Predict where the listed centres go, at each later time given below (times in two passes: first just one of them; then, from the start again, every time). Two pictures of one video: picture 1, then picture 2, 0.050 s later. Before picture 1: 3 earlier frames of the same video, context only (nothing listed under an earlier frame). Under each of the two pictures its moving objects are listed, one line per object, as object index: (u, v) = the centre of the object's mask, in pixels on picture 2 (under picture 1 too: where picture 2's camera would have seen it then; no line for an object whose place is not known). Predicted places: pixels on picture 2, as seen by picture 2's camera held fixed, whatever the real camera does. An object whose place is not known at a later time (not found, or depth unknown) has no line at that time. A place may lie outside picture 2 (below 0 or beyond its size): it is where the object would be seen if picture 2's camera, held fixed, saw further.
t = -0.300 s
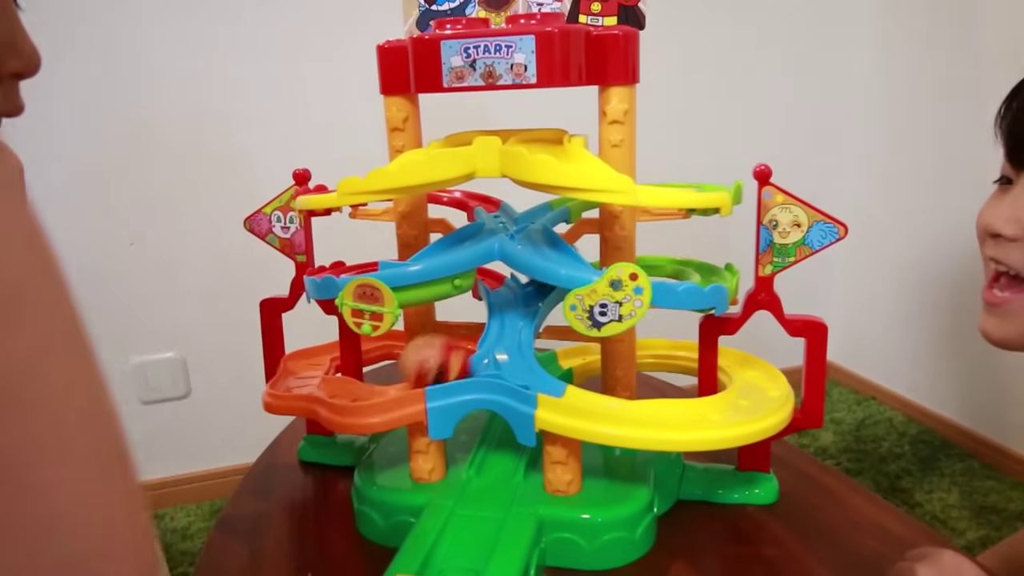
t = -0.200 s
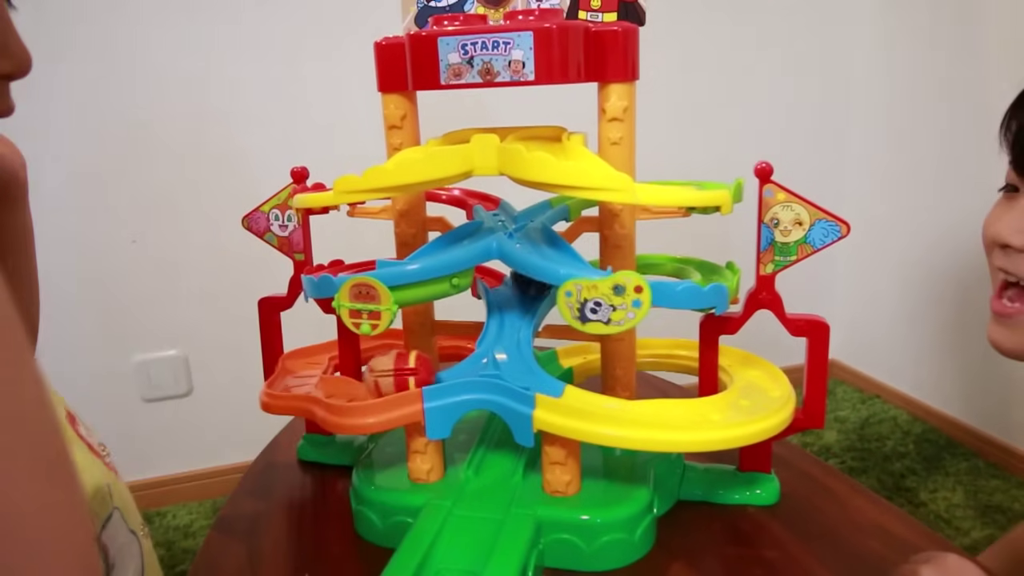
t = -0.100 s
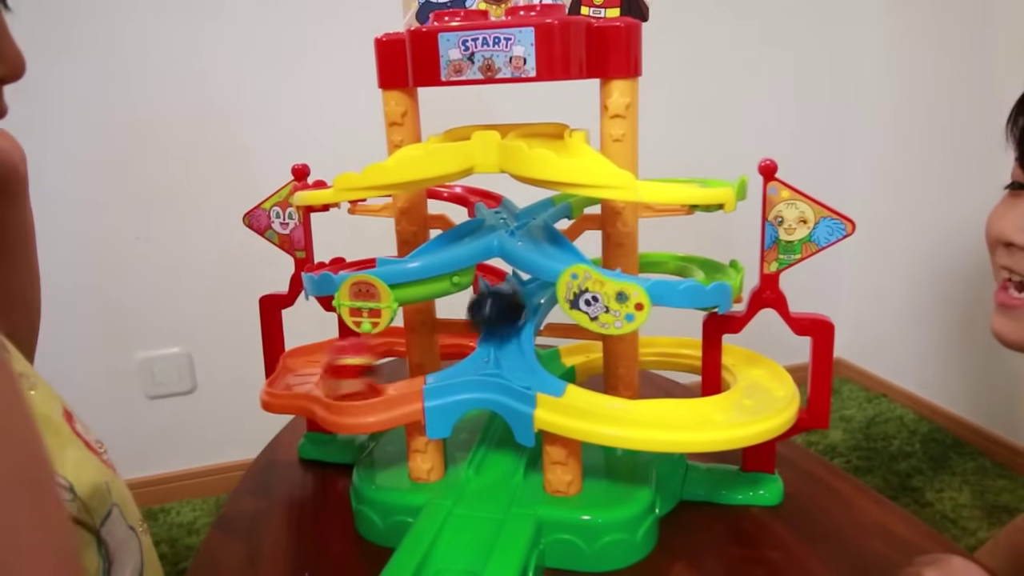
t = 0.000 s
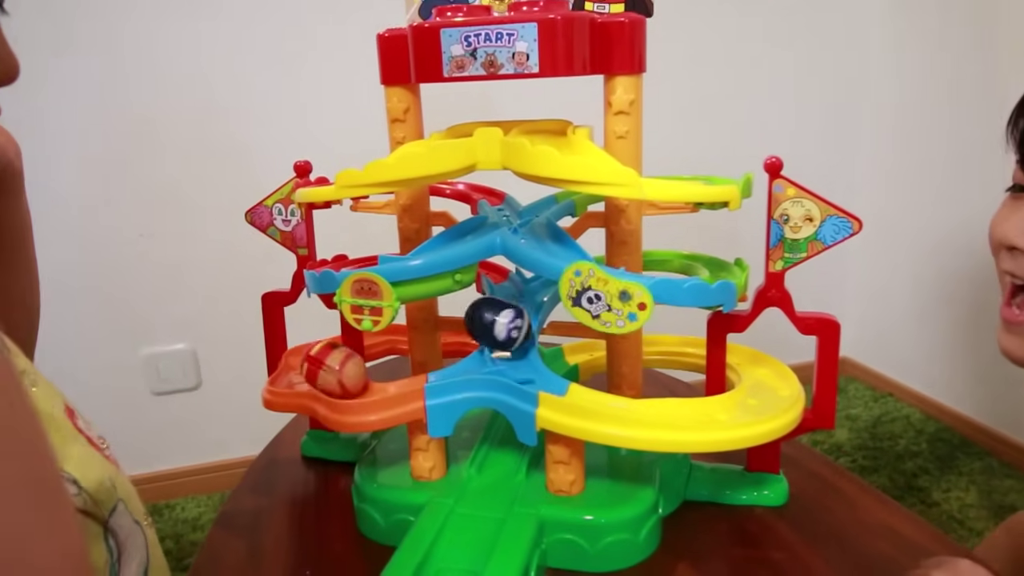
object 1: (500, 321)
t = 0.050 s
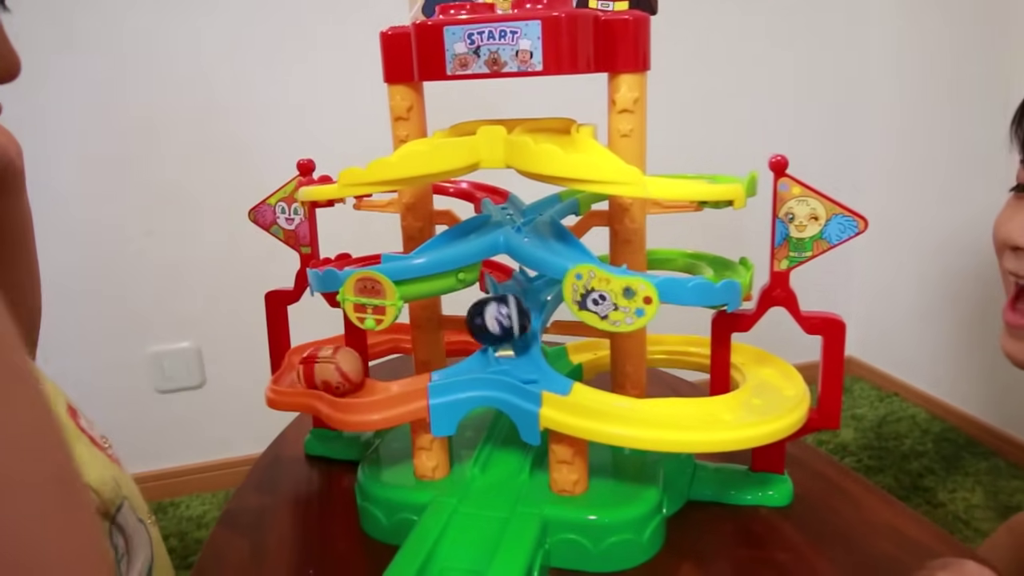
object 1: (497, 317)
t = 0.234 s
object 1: (511, 323)
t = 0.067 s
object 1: (496, 316)
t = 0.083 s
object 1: (494, 316)
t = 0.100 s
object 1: (493, 315)
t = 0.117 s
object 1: (492, 314)
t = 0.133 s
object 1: (492, 314)
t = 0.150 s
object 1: (492, 314)
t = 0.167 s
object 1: (494, 315)
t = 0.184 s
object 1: (496, 315)
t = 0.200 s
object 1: (502, 318)
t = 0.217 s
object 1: (507, 321)
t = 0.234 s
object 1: (511, 323)
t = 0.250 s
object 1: (516, 329)
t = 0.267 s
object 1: (518, 334)
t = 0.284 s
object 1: (520, 339)
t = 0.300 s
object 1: (521, 344)
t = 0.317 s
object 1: (523, 346)
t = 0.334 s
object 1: (526, 348)
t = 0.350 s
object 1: (527, 348)
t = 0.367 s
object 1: (527, 349)
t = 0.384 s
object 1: (528, 349)
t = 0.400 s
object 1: (528, 349)
